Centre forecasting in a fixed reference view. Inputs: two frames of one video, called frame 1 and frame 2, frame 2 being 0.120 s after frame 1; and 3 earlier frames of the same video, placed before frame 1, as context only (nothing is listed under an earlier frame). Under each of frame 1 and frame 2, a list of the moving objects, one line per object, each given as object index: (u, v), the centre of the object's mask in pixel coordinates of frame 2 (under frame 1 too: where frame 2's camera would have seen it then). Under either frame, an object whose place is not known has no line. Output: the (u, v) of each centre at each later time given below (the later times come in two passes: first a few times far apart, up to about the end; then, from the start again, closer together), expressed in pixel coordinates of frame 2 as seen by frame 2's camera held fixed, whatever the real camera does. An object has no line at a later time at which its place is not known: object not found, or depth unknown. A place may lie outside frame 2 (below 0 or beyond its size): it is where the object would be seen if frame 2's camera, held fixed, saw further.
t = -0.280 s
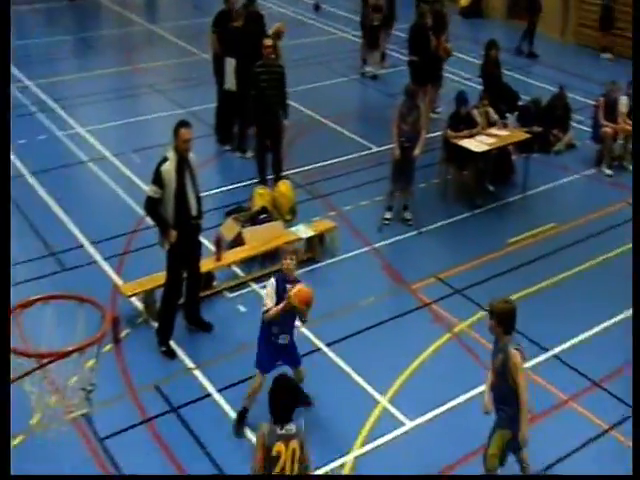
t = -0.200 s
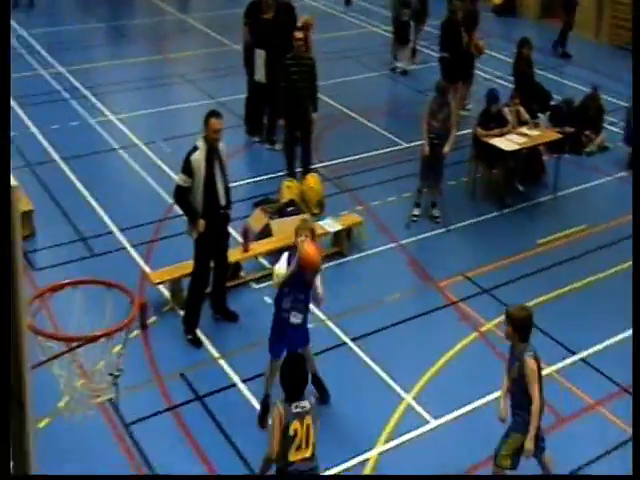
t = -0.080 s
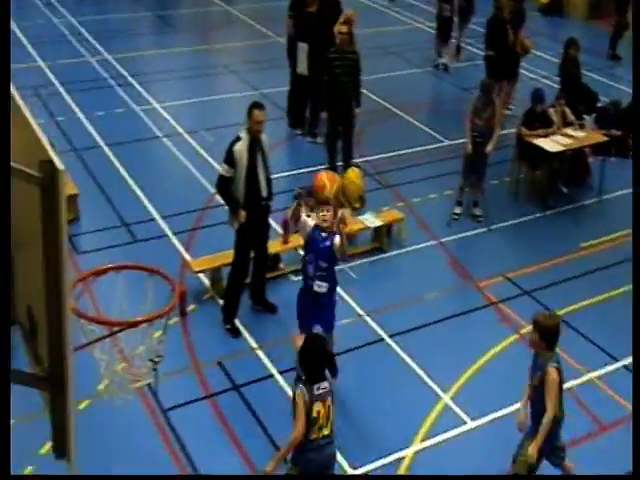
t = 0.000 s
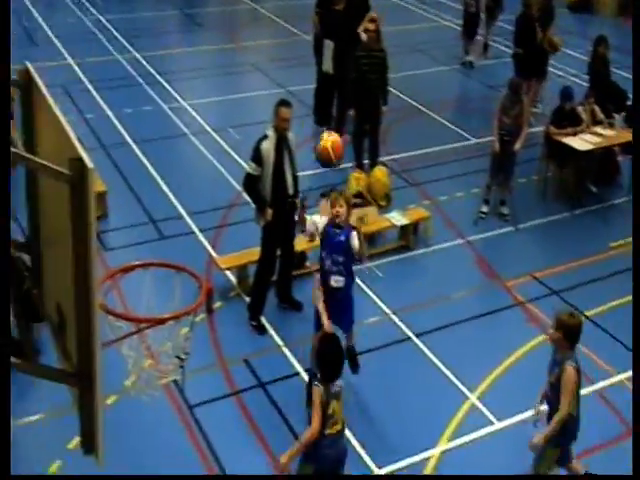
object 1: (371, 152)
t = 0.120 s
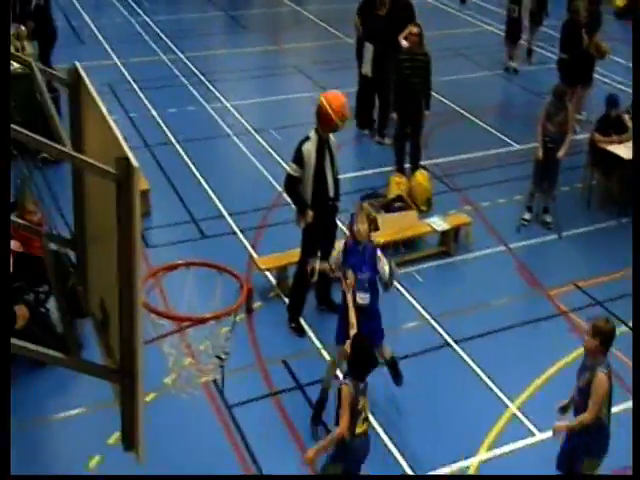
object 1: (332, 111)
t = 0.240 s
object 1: (285, 88)
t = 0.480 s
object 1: (162, 136)
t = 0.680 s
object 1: (181, 241)
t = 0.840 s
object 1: (255, 287)
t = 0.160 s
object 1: (317, 102)
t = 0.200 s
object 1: (301, 94)
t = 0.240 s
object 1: (285, 88)
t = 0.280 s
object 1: (267, 87)
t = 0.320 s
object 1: (248, 89)
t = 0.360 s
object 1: (228, 95)
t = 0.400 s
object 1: (208, 104)
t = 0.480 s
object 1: (162, 136)
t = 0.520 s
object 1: (144, 156)
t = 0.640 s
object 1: (157, 227)
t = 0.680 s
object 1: (181, 241)
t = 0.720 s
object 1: (201, 252)
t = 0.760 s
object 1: (220, 261)
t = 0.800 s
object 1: (236, 270)
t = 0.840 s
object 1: (255, 287)
